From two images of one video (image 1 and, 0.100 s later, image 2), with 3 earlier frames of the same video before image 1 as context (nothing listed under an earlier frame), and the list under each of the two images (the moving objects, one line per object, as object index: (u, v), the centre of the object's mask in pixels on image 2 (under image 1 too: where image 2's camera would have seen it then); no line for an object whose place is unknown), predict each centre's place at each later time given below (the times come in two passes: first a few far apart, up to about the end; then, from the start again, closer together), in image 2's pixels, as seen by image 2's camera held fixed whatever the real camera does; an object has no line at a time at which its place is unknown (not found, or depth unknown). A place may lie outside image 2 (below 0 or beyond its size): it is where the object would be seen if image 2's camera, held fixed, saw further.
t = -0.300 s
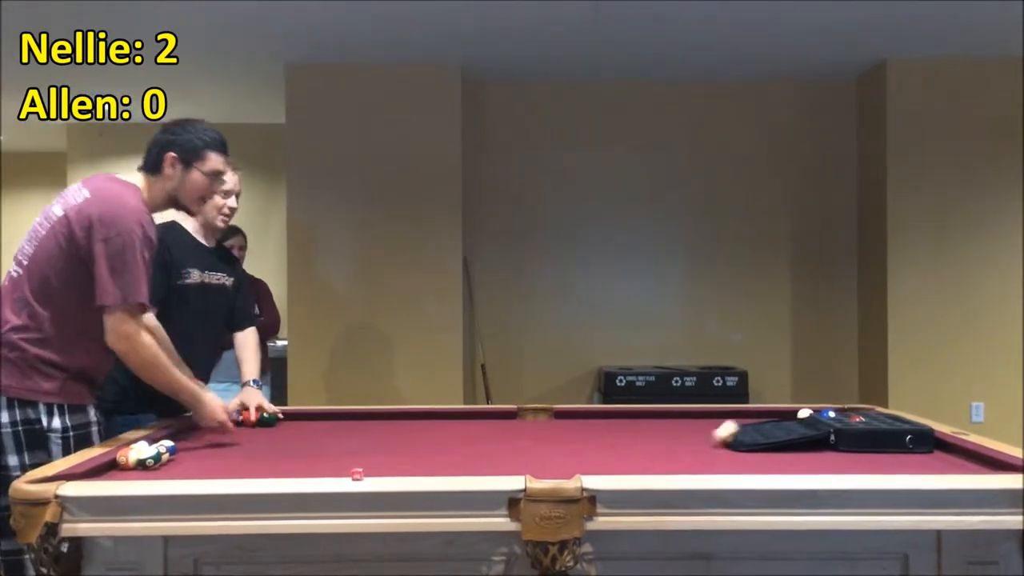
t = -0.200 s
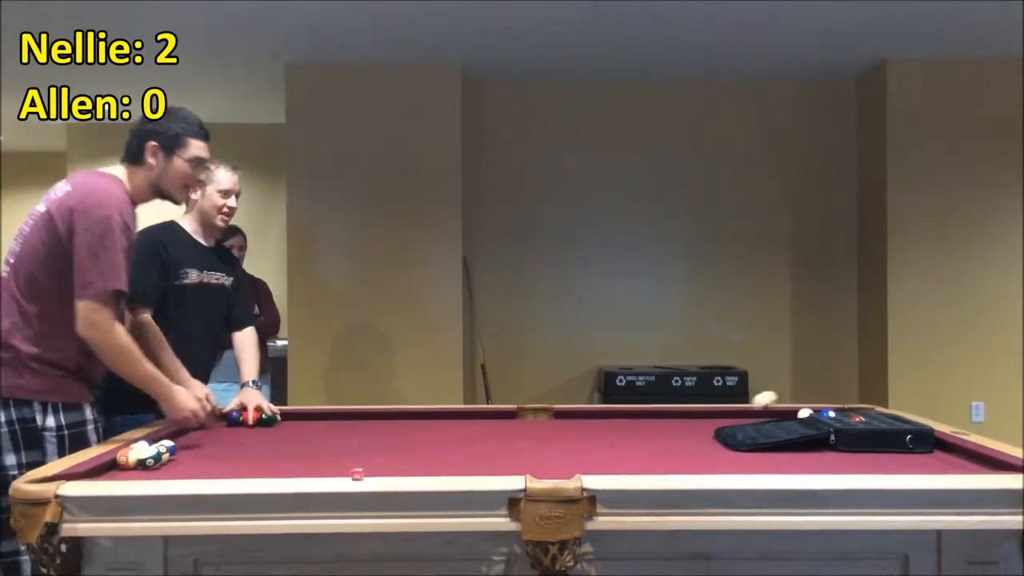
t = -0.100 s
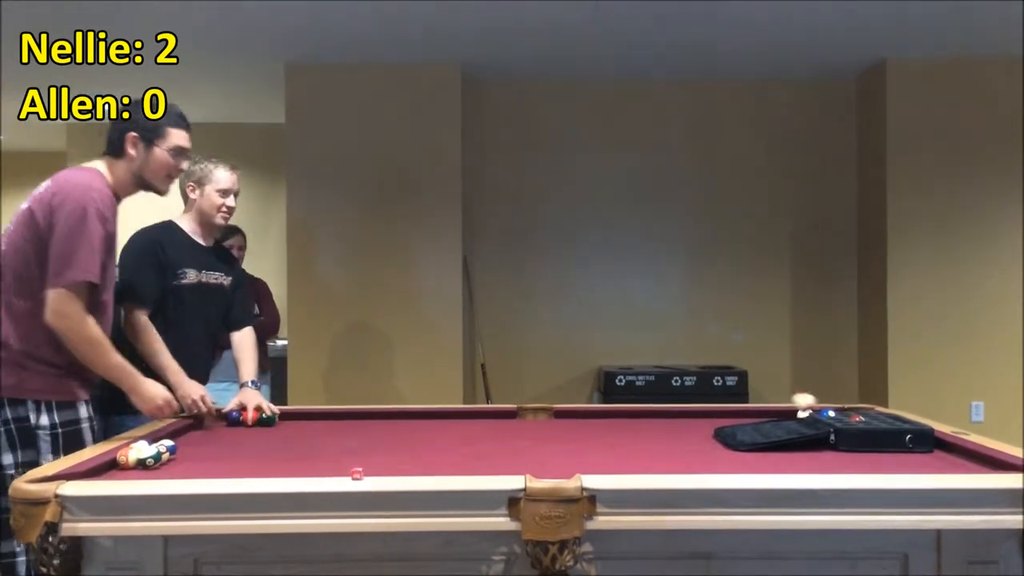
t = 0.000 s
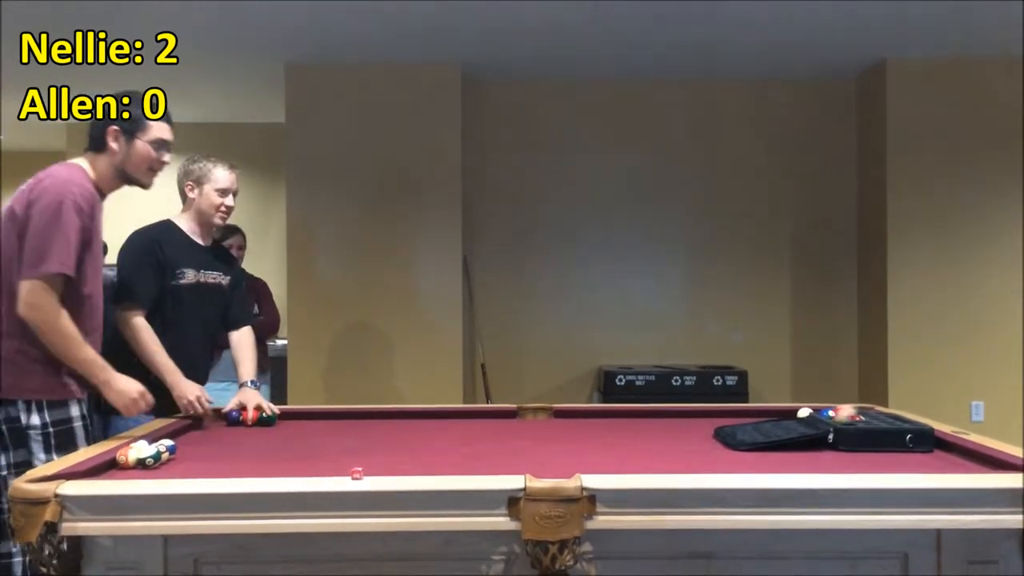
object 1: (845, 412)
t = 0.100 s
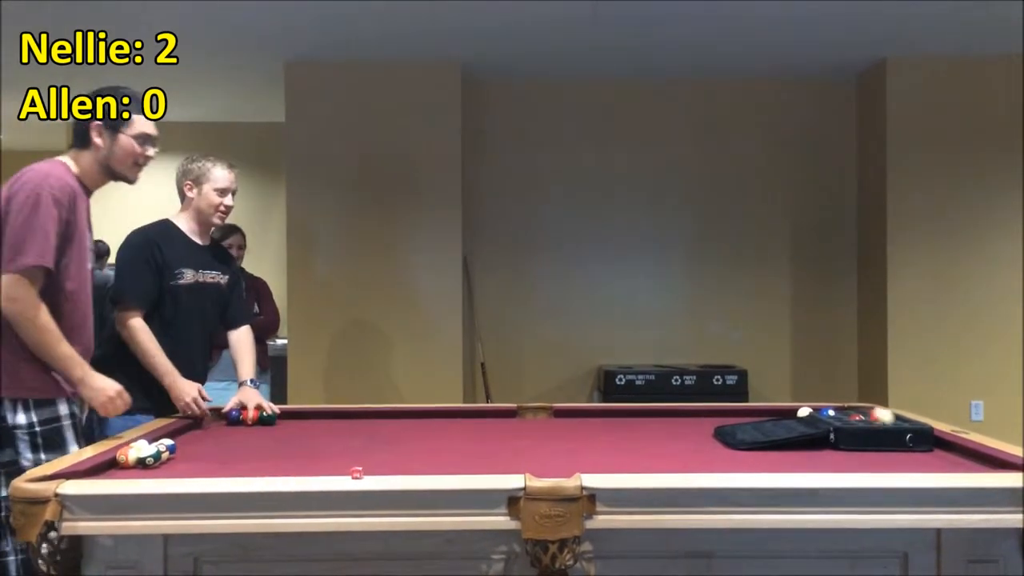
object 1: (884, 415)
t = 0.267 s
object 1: (926, 416)
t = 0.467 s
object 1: (959, 419)
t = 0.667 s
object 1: (994, 426)
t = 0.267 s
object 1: (926, 416)
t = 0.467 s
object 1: (959, 419)
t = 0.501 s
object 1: (965, 421)
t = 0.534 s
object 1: (970, 424)
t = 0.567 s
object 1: (977, 423)
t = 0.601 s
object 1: (981, 423)
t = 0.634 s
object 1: (987, 425)
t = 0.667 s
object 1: (994, 426)
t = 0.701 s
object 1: (1001, 432)
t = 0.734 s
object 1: (1009, 438)
